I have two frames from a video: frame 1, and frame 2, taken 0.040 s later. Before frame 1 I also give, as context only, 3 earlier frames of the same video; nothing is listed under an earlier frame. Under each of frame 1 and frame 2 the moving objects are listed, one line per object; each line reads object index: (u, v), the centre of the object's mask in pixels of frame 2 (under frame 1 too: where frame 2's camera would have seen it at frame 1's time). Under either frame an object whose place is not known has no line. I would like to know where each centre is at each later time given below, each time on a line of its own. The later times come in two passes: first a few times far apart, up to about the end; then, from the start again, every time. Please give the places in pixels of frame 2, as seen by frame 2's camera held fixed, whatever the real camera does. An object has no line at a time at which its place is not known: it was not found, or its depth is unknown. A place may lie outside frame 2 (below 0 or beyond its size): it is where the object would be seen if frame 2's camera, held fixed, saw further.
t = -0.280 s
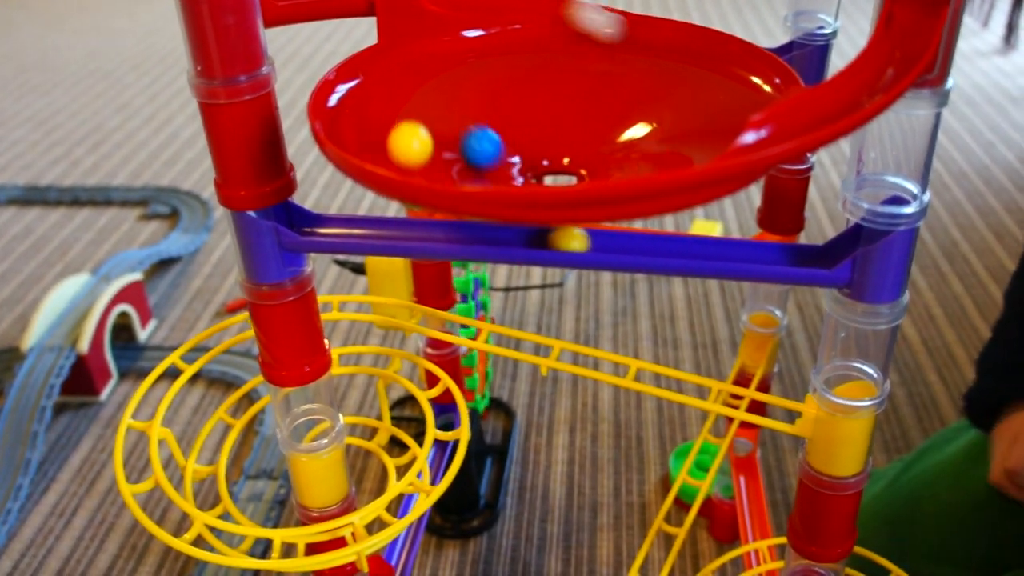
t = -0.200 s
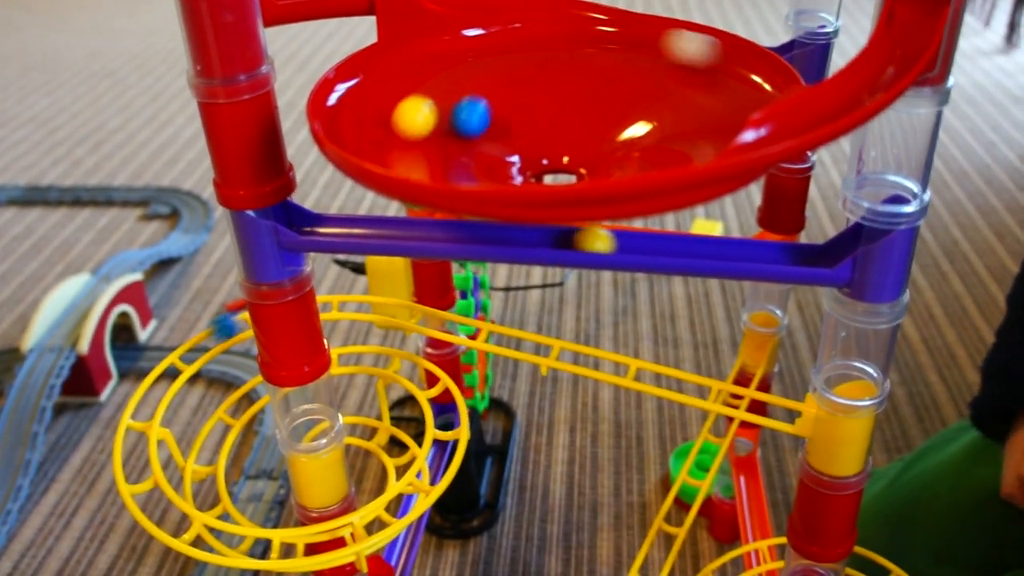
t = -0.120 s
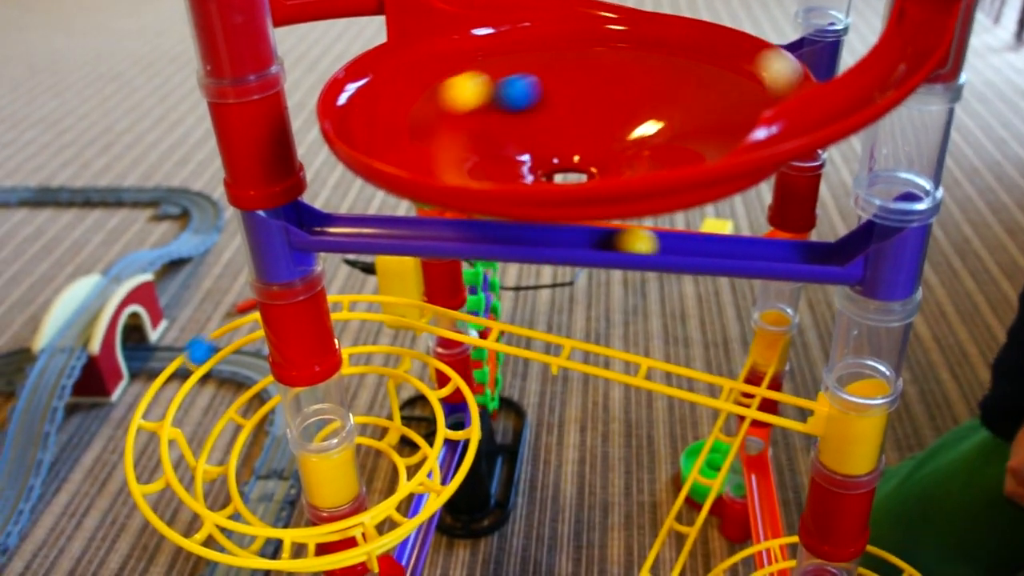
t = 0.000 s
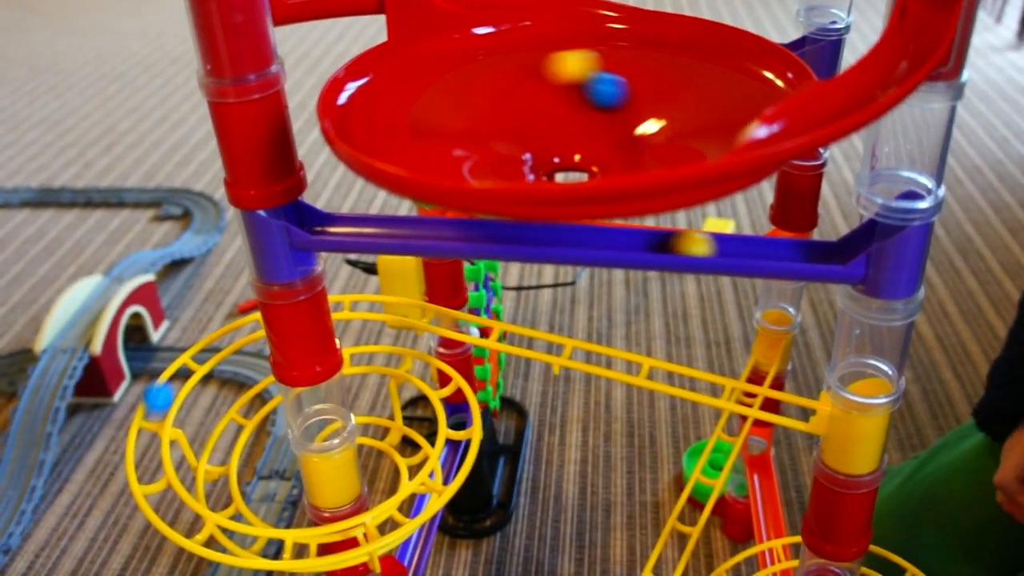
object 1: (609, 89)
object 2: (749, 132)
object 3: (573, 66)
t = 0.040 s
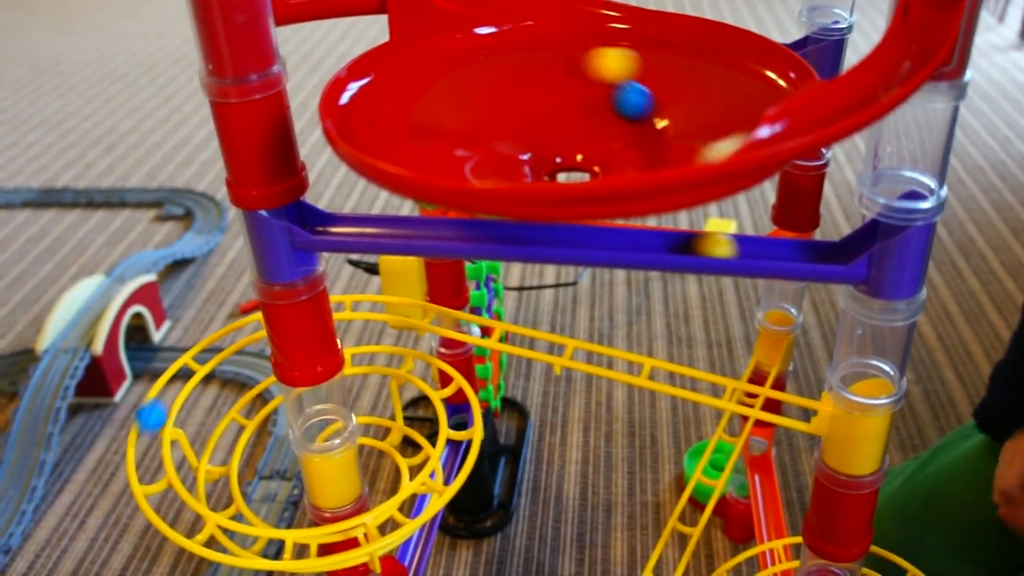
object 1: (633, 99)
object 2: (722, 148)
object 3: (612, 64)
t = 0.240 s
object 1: (581, 157)
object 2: (442, 166)
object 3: (727, 101)
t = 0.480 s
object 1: (484, 120)
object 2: (366, 77)
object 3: (582, 164)
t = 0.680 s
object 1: (644, 107)
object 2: (497, 28)
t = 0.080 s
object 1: (648, 112)
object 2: (683, 159)
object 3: (647, 66)
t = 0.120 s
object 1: (651, 128)
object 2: (622, 169)
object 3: (677, 71)
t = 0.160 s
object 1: (638, 144)
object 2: (555, 173)
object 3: (701, 78)
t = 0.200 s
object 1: (615, 152)
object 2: (492, 173)
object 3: (718, 88)
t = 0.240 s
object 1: (581, 157)
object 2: (442, 166)
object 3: (727, 101)
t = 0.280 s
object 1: (545, 159)
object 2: (399, 155)
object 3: (726, 115)
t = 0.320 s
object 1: (513, 156)
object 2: (372, 141)
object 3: (715, 130)
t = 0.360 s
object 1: (489, 148)
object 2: (354, 127)
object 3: (695, 141)
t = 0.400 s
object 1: (474, 139)
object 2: (349, 110)
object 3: (662, 151)
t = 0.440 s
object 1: (472, 130)
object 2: (354, 92)
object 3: (624, 159)
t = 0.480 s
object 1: (484, 120)
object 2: (366, 77)
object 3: (582, 164)
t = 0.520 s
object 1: (507, 113)
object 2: (387, 64)
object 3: (536, 164)
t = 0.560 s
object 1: (539, 108)
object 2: (411, 52)
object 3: (497, 162)
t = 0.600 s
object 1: (578, 105)
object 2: (437, 41)
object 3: (464, 155)
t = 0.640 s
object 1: (615, 104)
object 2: (466, 33)
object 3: (438, 145)
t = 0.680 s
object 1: (644, 107)
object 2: (497, 28)
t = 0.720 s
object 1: (663, 115)
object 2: (530, 24)
